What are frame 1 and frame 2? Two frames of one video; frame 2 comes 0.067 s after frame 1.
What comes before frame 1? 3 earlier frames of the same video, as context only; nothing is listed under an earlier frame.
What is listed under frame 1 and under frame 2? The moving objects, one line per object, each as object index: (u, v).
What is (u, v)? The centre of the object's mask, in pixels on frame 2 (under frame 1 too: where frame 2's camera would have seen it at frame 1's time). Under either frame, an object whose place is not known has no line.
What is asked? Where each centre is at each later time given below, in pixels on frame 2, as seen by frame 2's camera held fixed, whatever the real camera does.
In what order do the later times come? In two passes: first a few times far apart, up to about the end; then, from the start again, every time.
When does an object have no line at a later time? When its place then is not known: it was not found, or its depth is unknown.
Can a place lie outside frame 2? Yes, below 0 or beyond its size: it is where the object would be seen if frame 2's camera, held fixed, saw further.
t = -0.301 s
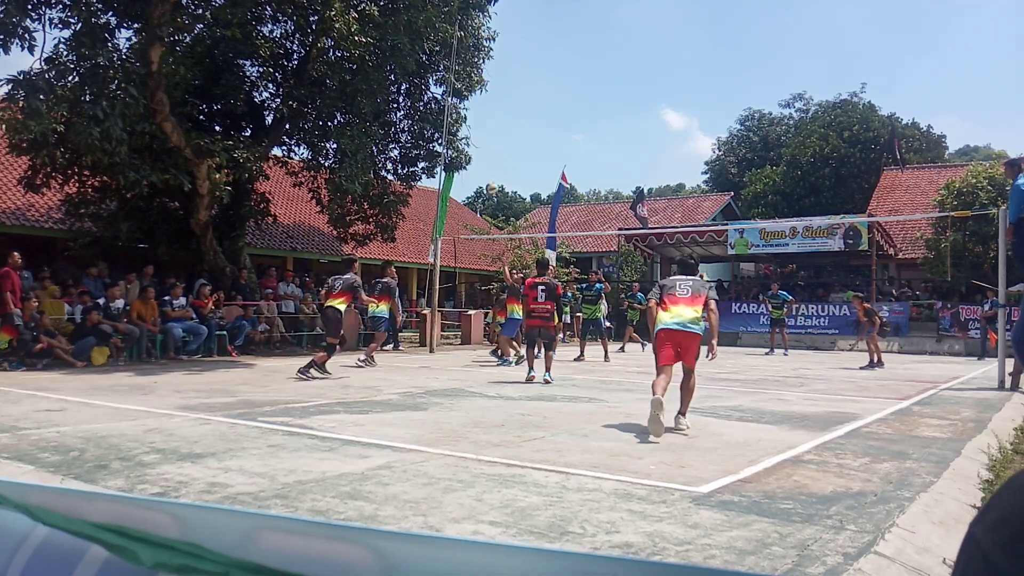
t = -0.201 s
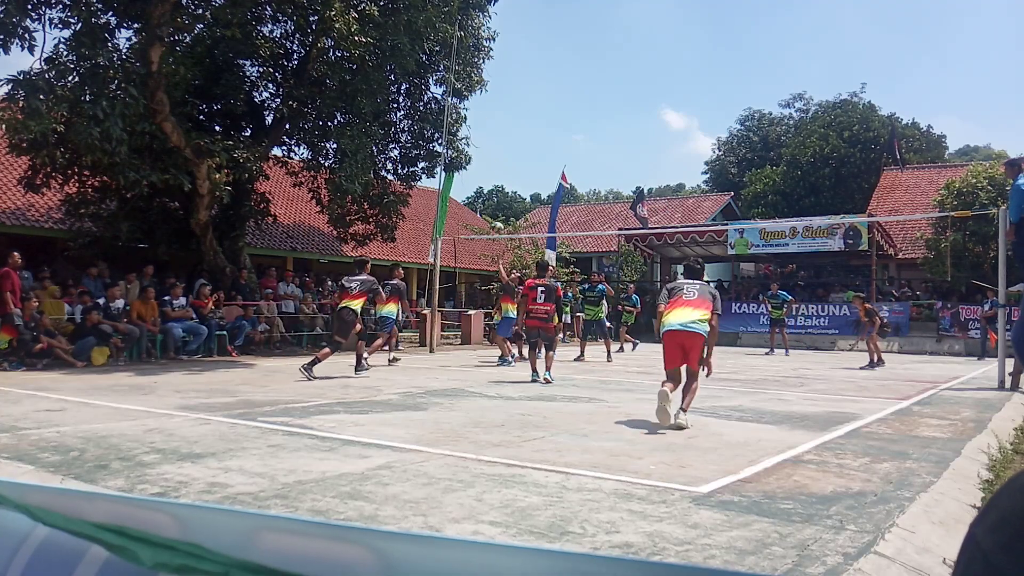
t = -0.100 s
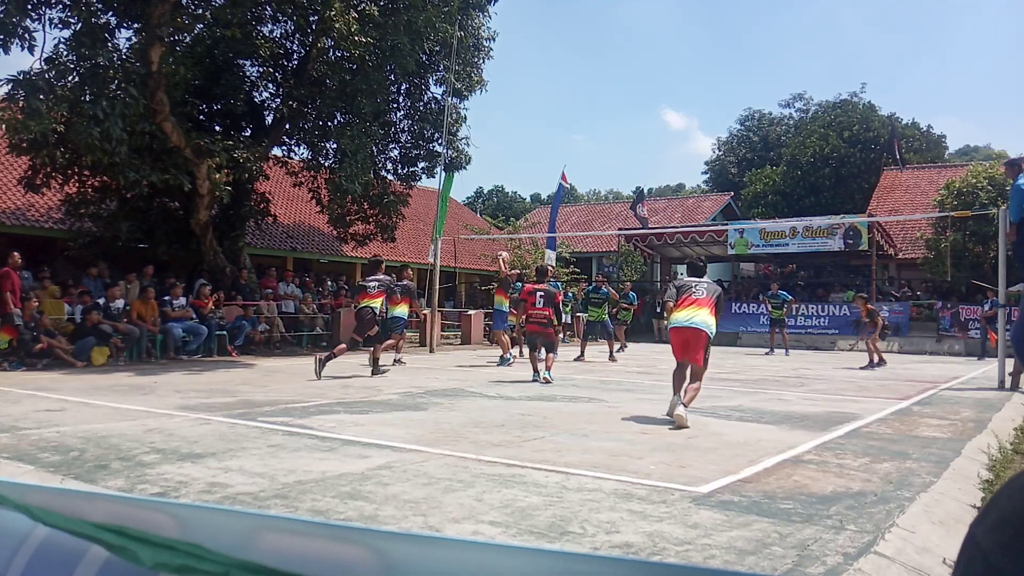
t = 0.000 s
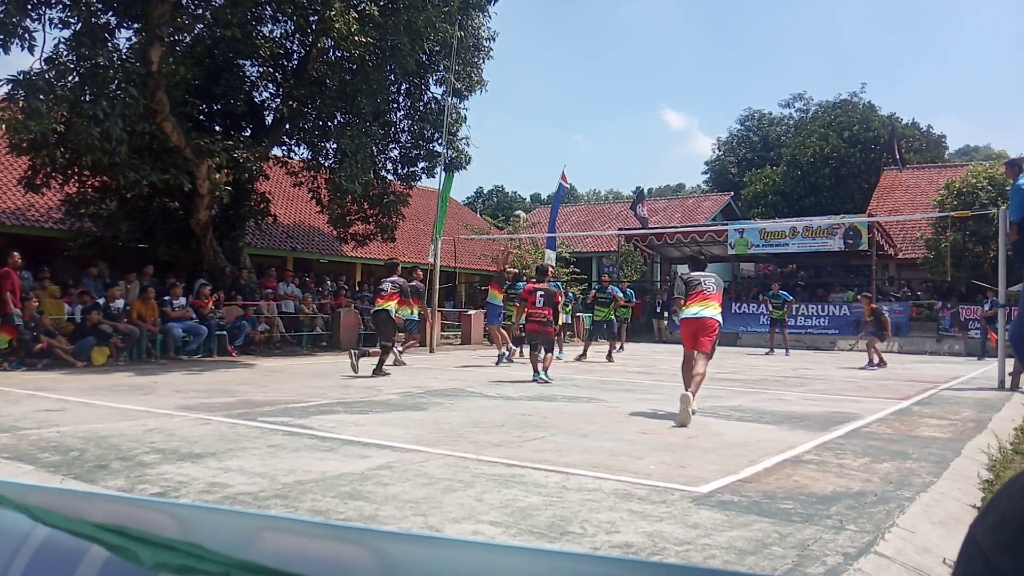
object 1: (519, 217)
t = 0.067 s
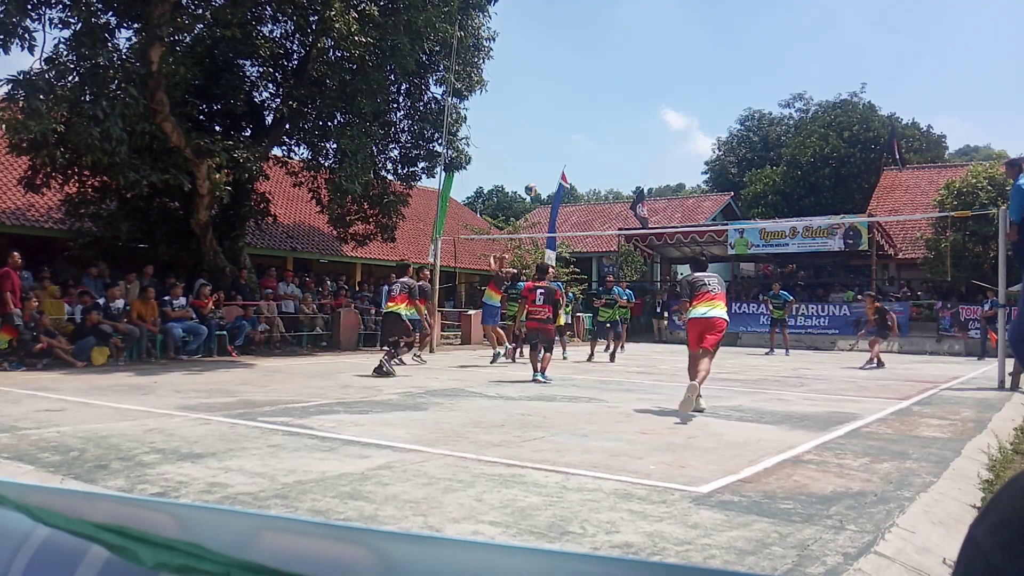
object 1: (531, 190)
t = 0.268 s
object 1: (567, 121)
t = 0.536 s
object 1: (618, 64)
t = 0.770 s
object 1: (663, 49)
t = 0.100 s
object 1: (537, 177)
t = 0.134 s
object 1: (543, 165)
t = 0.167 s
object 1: (549, 153)
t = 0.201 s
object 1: (555, 142)
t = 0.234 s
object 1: (561, 131)
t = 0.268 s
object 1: (567, 121)
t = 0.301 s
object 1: (574, 111)
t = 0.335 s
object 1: (580, 103)
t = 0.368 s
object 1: (586, 95)
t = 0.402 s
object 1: (592, 87)
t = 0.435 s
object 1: (598, 80)
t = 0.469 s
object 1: (605, 74)
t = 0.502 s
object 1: (611, 68)
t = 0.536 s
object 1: (618, 64)
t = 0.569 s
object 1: (624, 59)
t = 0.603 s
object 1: (630, 56)
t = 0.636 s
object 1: (637, 53)
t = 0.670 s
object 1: (643, 51)
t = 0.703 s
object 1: (650, 50)
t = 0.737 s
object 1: (657, 49)
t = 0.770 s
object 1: (663, 49)
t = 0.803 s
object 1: (669, 50)
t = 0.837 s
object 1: (676, 52)
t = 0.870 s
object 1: (683, 54)
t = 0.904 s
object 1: (689, 57)
